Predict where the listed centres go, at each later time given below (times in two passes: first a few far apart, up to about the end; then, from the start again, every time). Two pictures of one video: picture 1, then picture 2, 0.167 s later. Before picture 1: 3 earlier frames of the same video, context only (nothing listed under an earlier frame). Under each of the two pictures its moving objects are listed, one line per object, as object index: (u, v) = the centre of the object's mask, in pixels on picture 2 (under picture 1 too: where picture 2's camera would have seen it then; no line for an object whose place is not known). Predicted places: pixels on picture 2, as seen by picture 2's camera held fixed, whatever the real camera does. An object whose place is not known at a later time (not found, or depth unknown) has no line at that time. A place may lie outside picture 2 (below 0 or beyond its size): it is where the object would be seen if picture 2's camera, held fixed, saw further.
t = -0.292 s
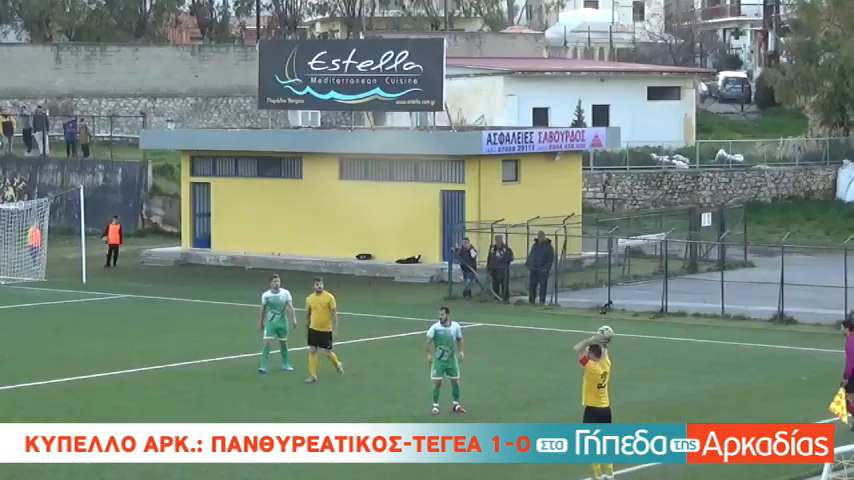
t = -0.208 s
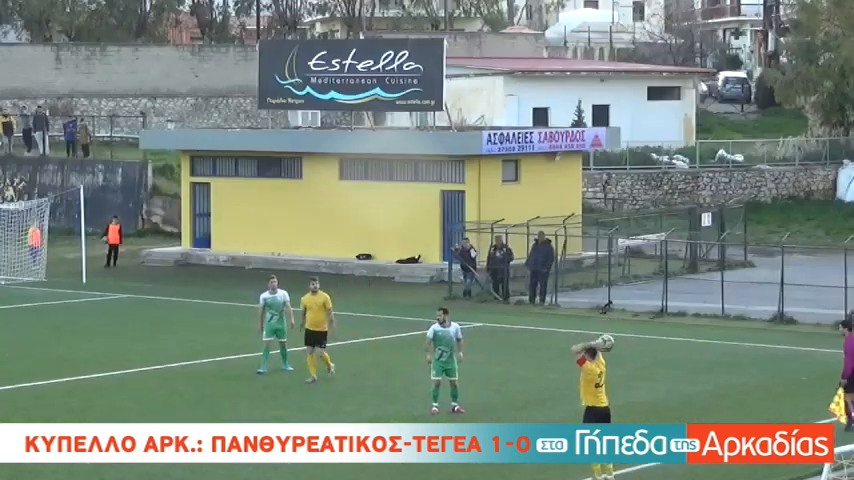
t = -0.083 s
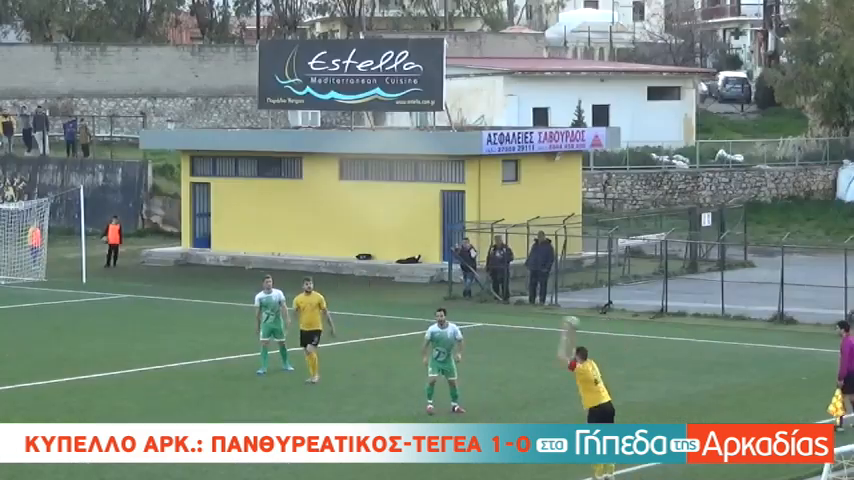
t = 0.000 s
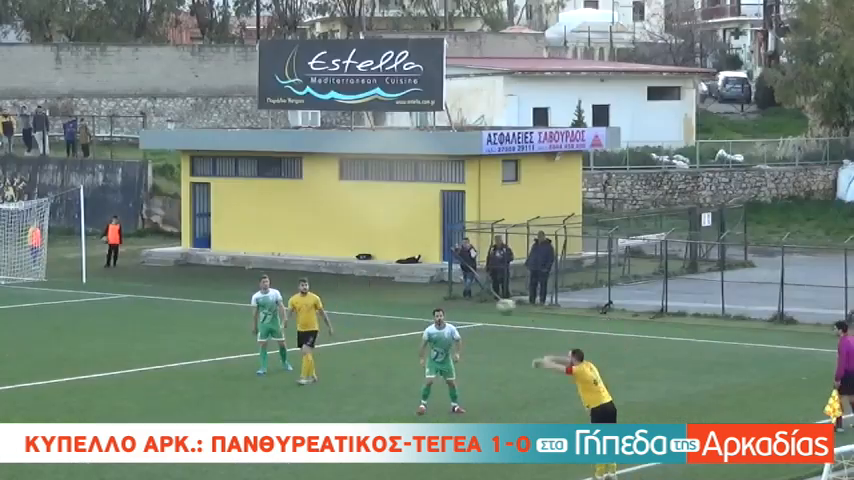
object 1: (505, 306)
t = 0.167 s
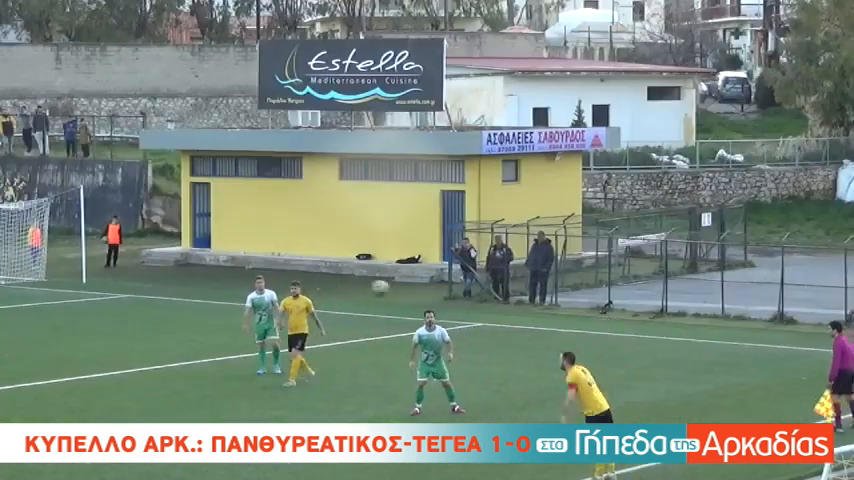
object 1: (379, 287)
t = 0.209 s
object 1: (349, 286)
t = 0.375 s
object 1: (232, 291)
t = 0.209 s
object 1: (349, 286)
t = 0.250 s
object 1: (319, 285)
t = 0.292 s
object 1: (290, 286)
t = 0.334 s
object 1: (260, 287)
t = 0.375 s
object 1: (232, 291)
